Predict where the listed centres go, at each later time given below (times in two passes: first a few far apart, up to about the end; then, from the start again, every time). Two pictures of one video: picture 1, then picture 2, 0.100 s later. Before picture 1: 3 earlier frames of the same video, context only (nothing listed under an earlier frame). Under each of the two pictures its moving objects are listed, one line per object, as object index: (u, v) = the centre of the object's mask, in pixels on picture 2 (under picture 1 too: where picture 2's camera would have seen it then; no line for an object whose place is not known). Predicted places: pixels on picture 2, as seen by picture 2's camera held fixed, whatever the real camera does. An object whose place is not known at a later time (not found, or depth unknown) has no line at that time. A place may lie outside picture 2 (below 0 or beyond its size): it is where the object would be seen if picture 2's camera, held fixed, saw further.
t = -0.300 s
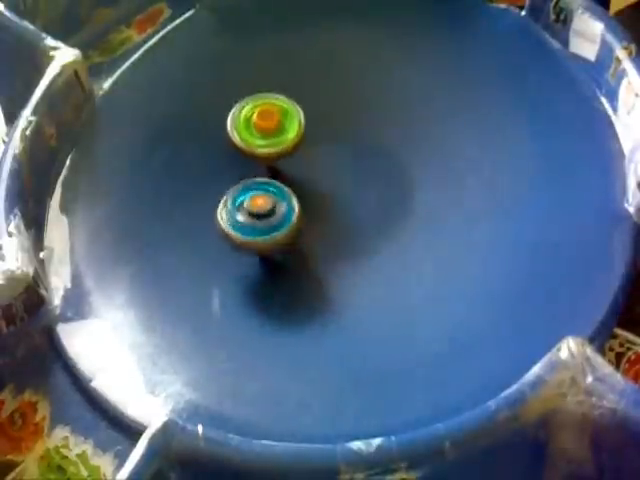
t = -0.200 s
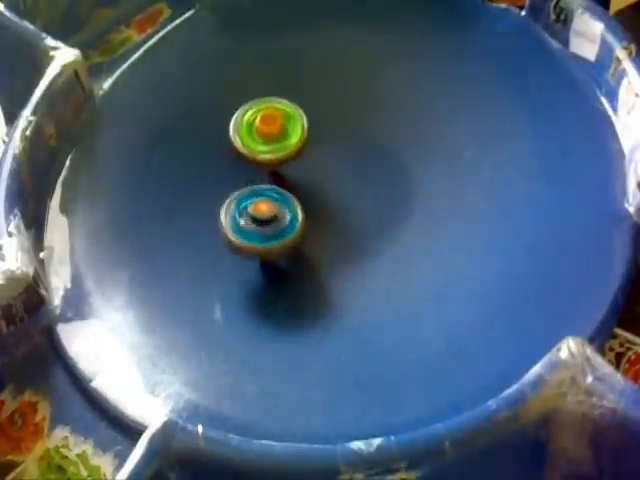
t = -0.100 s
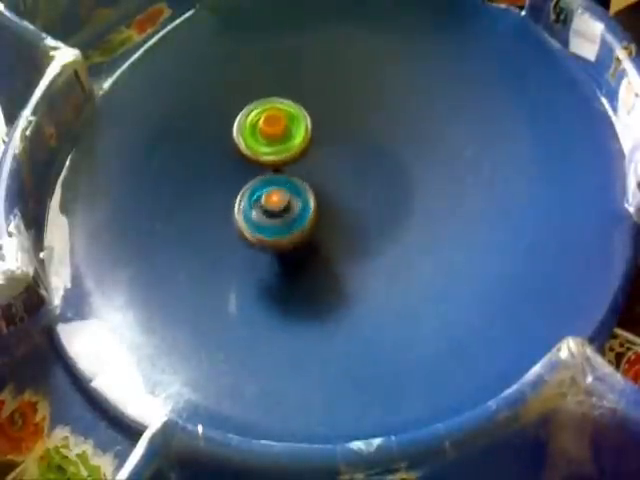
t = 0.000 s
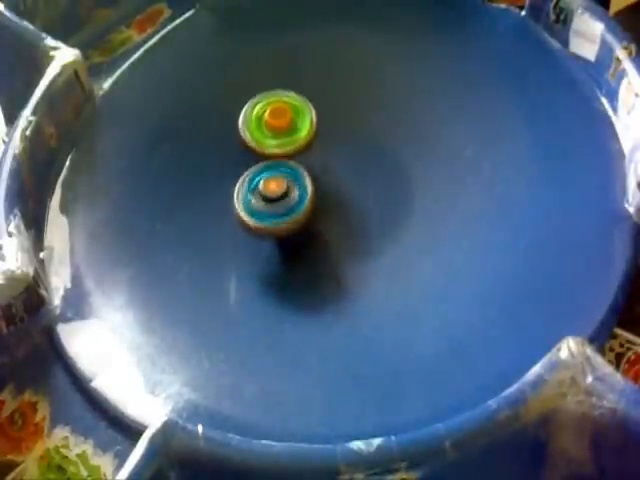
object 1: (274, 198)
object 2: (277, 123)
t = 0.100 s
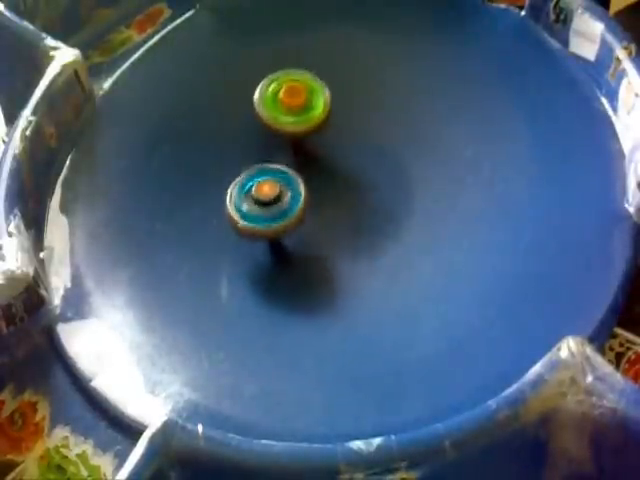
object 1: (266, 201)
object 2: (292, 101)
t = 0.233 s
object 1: (273, 212)
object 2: (304, 107)
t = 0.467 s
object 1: (283, 195)
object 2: (313, 106)
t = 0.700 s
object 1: (268, 178)
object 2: (324, 105)
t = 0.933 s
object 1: (255, 183)
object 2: (336, 105)
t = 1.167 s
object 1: (268, 184)
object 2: (347, 108)
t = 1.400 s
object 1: (275, 164)
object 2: (362, 115)
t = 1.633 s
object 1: (265, 152)
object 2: (368, 138)
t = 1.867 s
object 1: (260, 158)
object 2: (355, 158)
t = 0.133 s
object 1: (265, 204)
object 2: (296, 100)
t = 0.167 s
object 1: (265, 207)
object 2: (300, 102)
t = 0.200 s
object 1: (267, 210)
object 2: (302, 105)
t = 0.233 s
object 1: (273, 212)
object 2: (304, 107)
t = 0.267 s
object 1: (277, 212)
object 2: (306, 109)
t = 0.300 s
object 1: (282, 210)
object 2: (307, 109)
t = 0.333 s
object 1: (283, 208)
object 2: (309, 109)
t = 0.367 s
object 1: (285, 205)
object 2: (310, 108)
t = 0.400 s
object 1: (285, 201)
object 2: (311, 107)
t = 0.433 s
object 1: (285, 198)
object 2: (312, 107)
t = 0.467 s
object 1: (283, 195)
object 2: (313, 106)
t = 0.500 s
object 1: (283, 192)
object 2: (314, 106)
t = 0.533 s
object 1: (281, 189)
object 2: (315, 106)
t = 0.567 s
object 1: (279, 187)
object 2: (317, 105)
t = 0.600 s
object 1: (276, 184)
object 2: (319, 105)
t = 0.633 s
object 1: (274, 182)
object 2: (320, 105)
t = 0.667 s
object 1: (270, 179)
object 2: (322, 105)
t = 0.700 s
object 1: (268, 178)
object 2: (324, 105)
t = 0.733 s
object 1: (264, 178)
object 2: (326, 105)
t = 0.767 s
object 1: (261, 178)
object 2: (327, 105)
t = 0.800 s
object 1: (259, 179)
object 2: (329, 105)
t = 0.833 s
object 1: (257, 180)
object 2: (330, 105)
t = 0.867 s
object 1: (255, 181)
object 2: (332, 105)
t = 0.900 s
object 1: (255, 182)
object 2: (334, 105)
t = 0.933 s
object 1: (255, 183)
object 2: (336, 105)
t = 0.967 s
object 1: (256, 185)
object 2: (337, 105)
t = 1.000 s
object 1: (257, 186)
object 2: (339, 105)
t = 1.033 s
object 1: (259, 186)
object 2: (340, 106)
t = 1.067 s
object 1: (260, 186)
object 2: (342, 106)
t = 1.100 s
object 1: (263, 186)
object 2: (344, 106)
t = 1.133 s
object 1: (264, 186)
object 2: (346, 107)
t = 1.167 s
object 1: (268, 184)
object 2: (347, 108)
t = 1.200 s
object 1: (270, 183)
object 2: (349, 108)
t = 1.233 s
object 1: (273, 179)
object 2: (351, 109)
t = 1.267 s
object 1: (274, 176)
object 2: (352, 109)
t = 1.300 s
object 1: (275, 173)
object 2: (355, 110)
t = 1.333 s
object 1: (276, 170)
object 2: (357, 111)
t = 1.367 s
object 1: (276, 168)
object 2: (360, 113)
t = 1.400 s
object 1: (275, 164)
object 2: (362, 115)
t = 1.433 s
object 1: (274, 162)
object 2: (364, 118)
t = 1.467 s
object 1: (274, 159)
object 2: (366, 120)
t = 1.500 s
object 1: (272, 157)
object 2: (368, 124)
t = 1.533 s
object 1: (272, 155)
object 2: (369, 127)
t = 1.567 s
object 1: (269, 154)
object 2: (369, 131)
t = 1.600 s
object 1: (267, 152)
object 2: (369, 134)
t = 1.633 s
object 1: (265, 152)
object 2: (368, 138)
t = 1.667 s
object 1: (263, 152)
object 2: (367, 141)
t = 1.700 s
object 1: (261, 153)
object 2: (366, 144)
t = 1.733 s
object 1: (260, 154)
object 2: (364, 147)
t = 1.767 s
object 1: (259, 155)
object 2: (362, 150)
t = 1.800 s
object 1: (259, 156)
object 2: (360, 152)
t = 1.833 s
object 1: (259, 158)
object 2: (358, 155)
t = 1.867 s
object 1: (260, 158)
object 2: (355, 158)
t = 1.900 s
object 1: (262, 159)
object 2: (353, 160)
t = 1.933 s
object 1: (263, 160)
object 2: (350, 162)
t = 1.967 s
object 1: (265, 160)
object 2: (347, 164)
